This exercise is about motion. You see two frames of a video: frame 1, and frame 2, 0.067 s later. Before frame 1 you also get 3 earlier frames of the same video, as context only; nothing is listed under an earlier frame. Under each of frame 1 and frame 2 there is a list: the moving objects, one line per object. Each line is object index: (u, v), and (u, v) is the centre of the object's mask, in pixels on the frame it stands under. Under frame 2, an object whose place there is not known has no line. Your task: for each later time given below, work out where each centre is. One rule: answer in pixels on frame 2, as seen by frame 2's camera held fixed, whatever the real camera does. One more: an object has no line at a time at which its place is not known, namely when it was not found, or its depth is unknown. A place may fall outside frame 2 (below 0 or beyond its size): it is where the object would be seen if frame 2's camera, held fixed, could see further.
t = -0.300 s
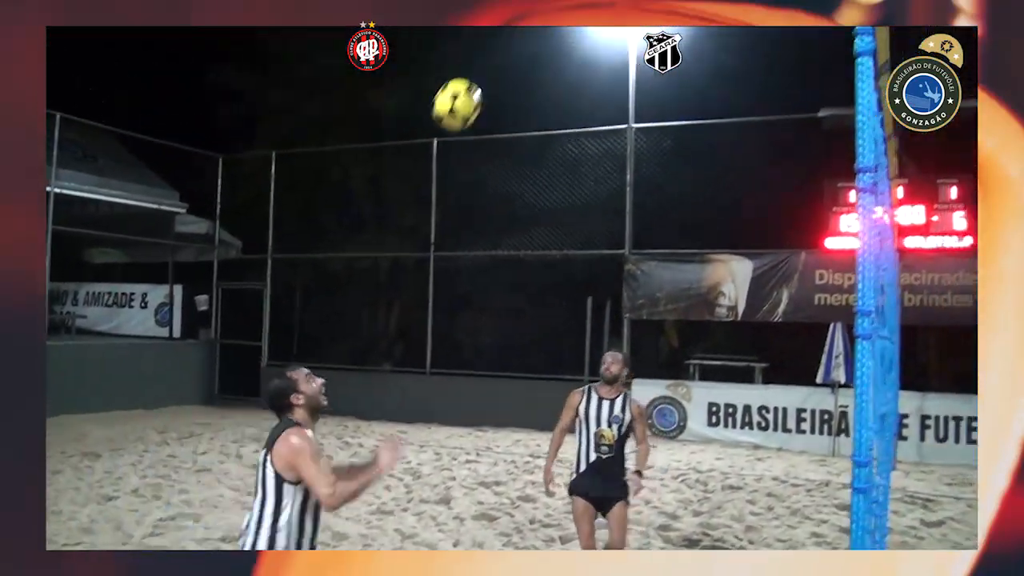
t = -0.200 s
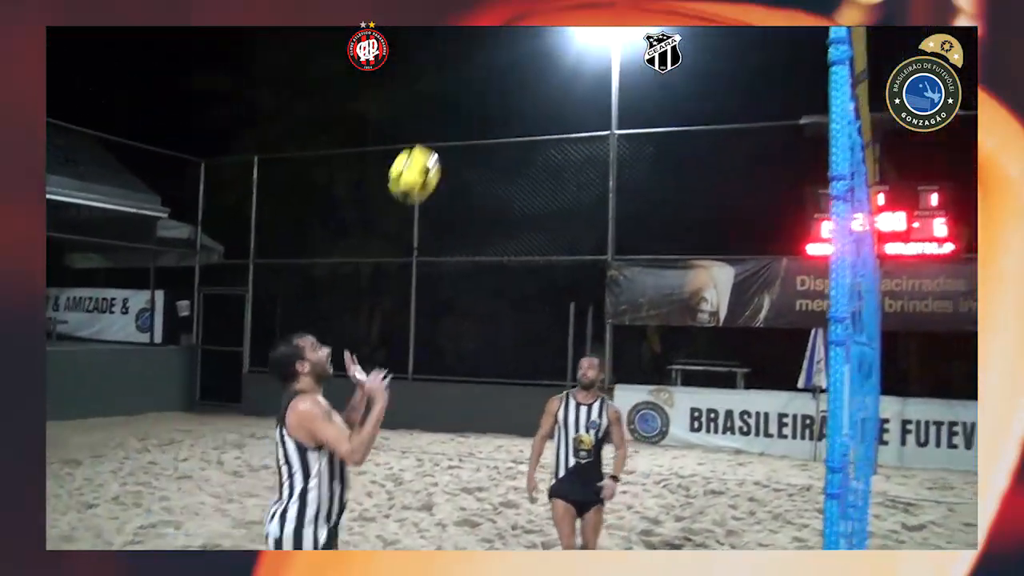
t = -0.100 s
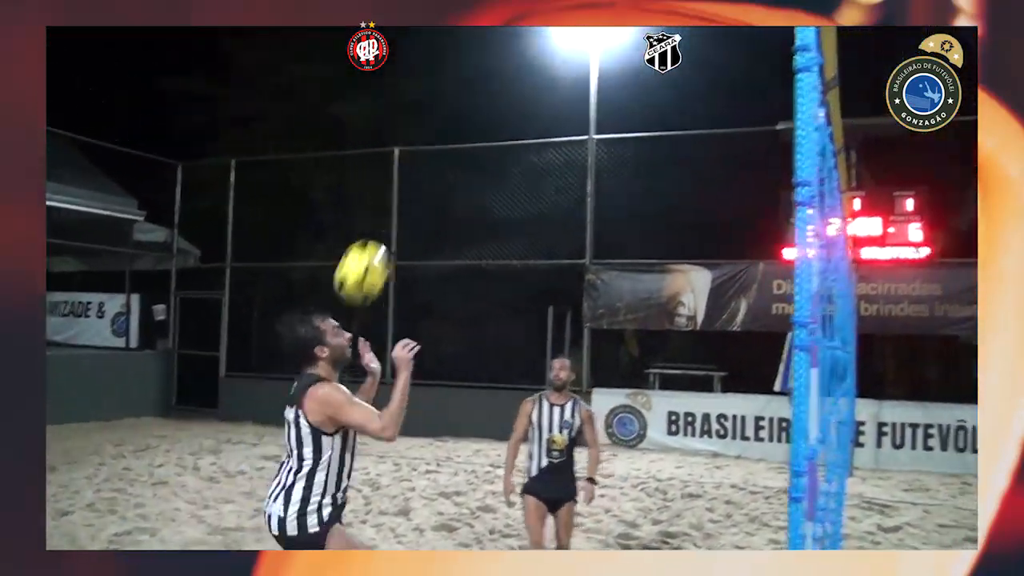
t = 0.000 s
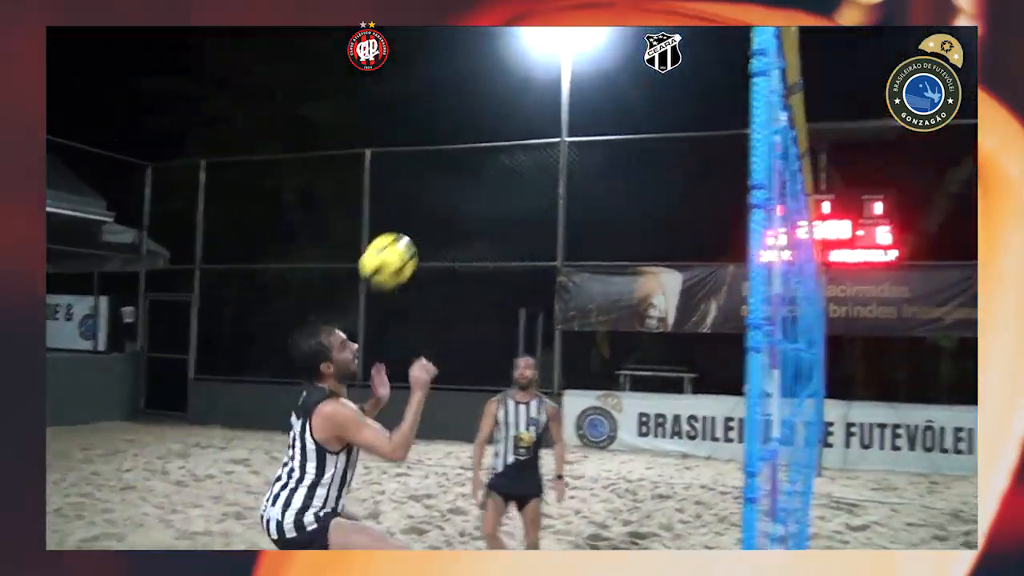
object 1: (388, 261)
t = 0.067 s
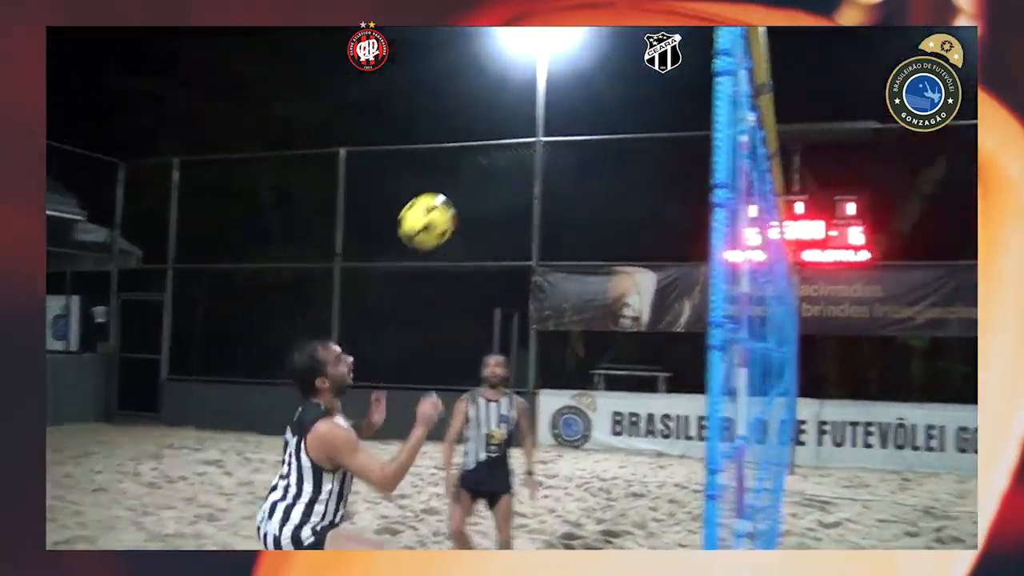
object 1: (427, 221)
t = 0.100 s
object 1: (459, 205)
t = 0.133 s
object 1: (491, 191)
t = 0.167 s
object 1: (523, 180)
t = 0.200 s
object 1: (555, 171)
